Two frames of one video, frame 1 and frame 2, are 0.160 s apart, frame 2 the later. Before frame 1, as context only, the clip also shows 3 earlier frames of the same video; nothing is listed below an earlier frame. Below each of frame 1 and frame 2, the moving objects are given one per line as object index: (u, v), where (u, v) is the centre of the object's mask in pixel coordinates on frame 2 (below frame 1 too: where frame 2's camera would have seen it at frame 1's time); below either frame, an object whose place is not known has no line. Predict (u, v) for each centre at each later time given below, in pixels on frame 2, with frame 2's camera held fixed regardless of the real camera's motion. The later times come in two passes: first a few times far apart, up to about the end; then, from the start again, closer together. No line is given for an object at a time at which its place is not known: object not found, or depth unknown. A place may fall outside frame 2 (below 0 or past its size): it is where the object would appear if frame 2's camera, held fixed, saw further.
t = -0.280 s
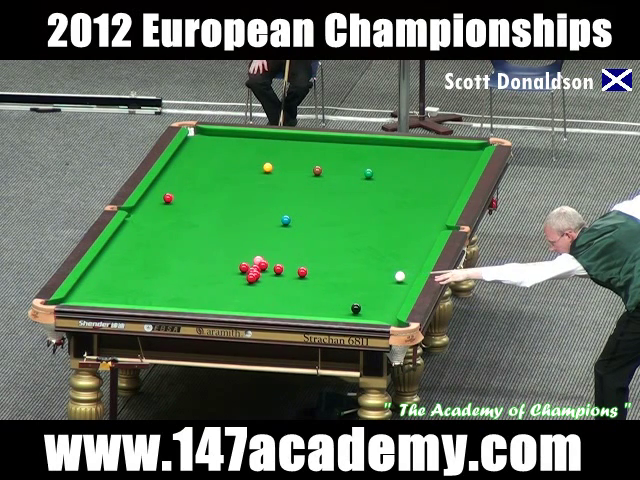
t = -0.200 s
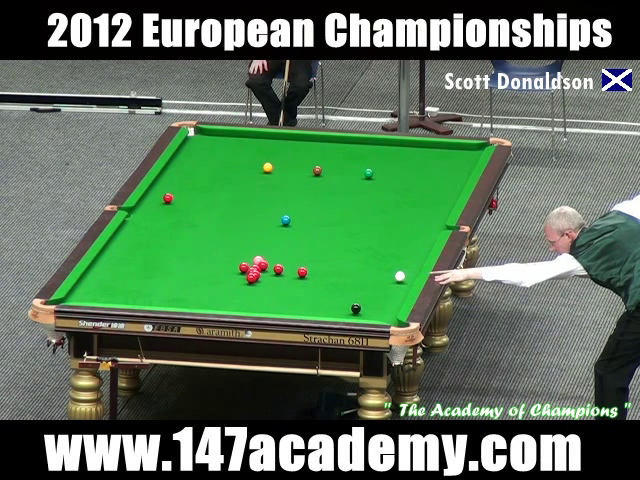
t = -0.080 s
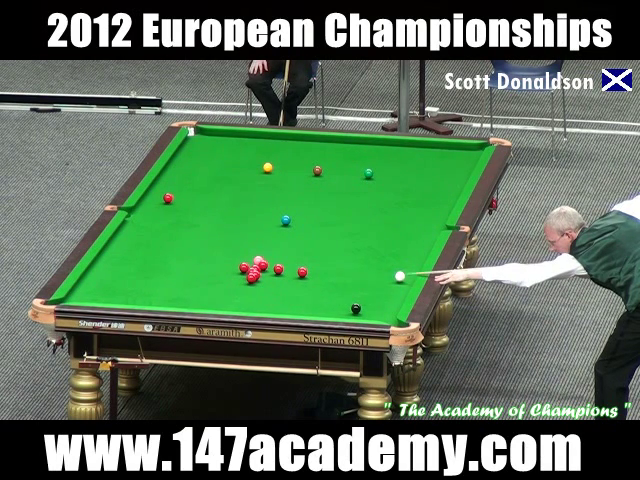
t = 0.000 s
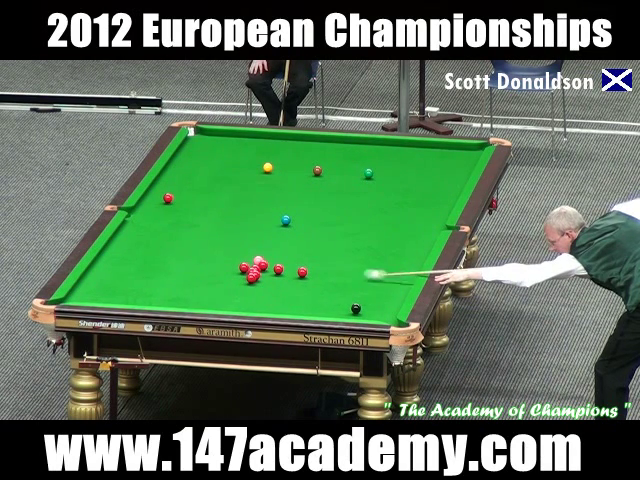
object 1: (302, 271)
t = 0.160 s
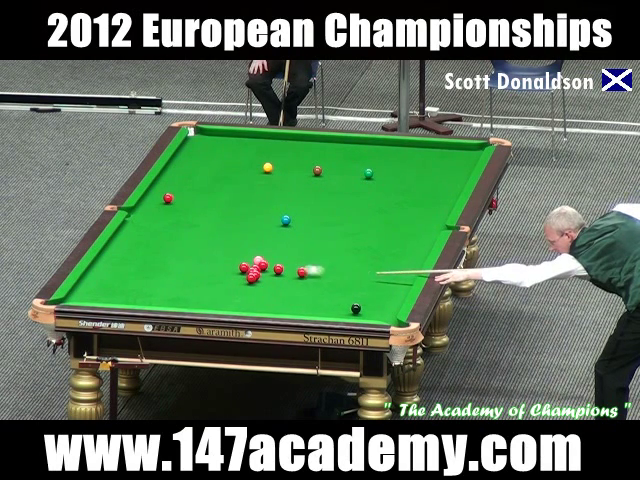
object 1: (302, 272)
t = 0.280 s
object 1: (277, 275)
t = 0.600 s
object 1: (255, 282)
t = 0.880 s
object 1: (247, 288)
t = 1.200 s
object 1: (238, 294)
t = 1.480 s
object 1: (231, 299)
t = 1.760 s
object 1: (224, 303)
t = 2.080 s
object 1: (218, 307)
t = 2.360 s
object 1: (214, 308)
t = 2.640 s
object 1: (213, 306)
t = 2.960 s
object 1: (213, 305)
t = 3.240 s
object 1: (212, 304)
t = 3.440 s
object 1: (212, 304)
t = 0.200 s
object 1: (294, 272)
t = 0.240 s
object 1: (286, 274)
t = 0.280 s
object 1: (277, 275)
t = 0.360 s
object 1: (262, 278)
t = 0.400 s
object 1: (261, 278)
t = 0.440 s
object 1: (260, 279)
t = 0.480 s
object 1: (259, 280)
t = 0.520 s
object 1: (257, 281)
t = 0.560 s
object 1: (256, 282)
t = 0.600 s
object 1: (255, 282)
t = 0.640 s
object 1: (254, 283)
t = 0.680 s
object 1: (252, 284)
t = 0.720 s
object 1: (251, 285)
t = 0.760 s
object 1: (250, 286)
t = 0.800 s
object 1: (249, 286)
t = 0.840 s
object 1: (248, 287)
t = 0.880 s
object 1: (247, 288)
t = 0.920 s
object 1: (246, 289)
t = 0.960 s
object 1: (244, 289)
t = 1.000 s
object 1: (243, 290)
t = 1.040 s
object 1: (242, 291)
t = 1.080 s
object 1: (241, 292)
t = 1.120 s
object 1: (240, 292)
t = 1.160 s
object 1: (239, 293)
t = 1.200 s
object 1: (238, 294)
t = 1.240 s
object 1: (237, 295)
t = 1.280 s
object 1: (235, 296)
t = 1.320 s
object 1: (234, 296)
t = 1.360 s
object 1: (234, 297)
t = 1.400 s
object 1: (233, 298)
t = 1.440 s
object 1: (231, 299)
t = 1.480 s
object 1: (231, 299)
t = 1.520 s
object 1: (230, 299)
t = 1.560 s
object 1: (229, 300)
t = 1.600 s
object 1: (228, 301)
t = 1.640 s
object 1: (227, 301)
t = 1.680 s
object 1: (226, 302)
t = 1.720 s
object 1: (225, 302)
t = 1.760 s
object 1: (224, 303)
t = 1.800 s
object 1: (223, 304)
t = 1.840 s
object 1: (222, 304)
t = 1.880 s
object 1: (221, 305)
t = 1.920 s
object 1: (221, 305)
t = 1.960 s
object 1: (220, 306)
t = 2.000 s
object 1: (219, 306)
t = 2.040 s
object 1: (219, 306)
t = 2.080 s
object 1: (218, 307)
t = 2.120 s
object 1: (217, 307)
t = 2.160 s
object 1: (216, 307)
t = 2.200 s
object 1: (216, 307)
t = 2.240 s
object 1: (215, 307)
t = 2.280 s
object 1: (214, 307)
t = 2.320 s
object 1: (214, 308)
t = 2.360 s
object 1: (214, 308)
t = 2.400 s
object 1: (214, 307)
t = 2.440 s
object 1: (213, 307)
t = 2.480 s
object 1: (213, 307)
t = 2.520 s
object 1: (213, 307)
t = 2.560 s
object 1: (213, 307)
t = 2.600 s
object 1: (213, 307)
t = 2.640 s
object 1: (213, 306)
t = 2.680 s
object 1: (213, 306)
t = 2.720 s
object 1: (213, 306)
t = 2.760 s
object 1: (213, 306)
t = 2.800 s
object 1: (213, 306)
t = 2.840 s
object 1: (213, 306)
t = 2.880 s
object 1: (213, 305)
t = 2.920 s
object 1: (213, 305)
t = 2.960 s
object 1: (213, 305)
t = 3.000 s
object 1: (213, 305)
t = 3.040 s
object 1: (213, 305)
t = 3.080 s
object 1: (213, 305)
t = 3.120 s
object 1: (212, 305)
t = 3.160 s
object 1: (212, 304)
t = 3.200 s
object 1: (212, 304)
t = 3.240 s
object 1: (212, 304)
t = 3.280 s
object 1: (212, 304)
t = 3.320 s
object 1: (212, 304)
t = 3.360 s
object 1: (212, 304)
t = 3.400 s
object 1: (212, 304)
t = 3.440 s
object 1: (212, 304)
